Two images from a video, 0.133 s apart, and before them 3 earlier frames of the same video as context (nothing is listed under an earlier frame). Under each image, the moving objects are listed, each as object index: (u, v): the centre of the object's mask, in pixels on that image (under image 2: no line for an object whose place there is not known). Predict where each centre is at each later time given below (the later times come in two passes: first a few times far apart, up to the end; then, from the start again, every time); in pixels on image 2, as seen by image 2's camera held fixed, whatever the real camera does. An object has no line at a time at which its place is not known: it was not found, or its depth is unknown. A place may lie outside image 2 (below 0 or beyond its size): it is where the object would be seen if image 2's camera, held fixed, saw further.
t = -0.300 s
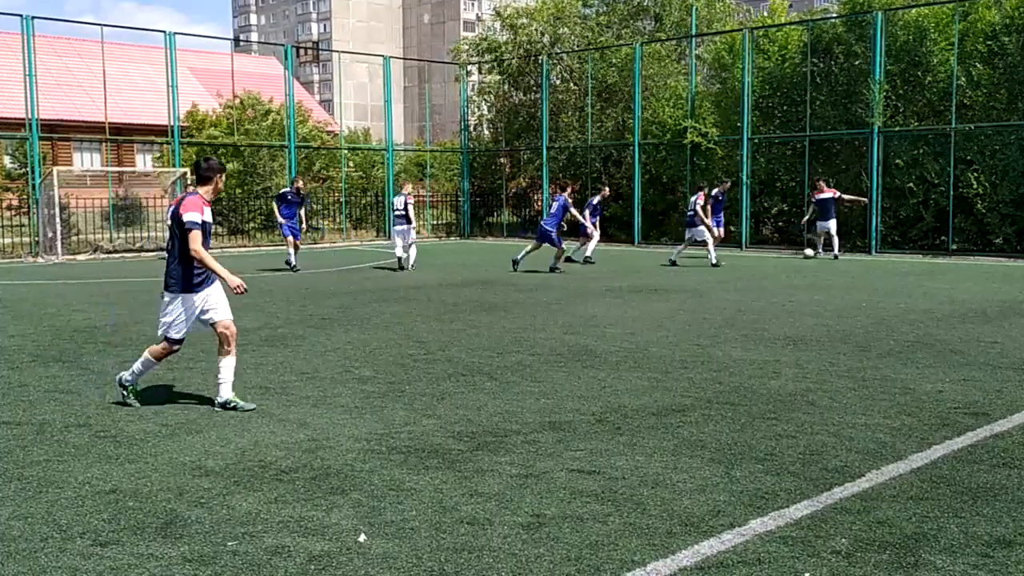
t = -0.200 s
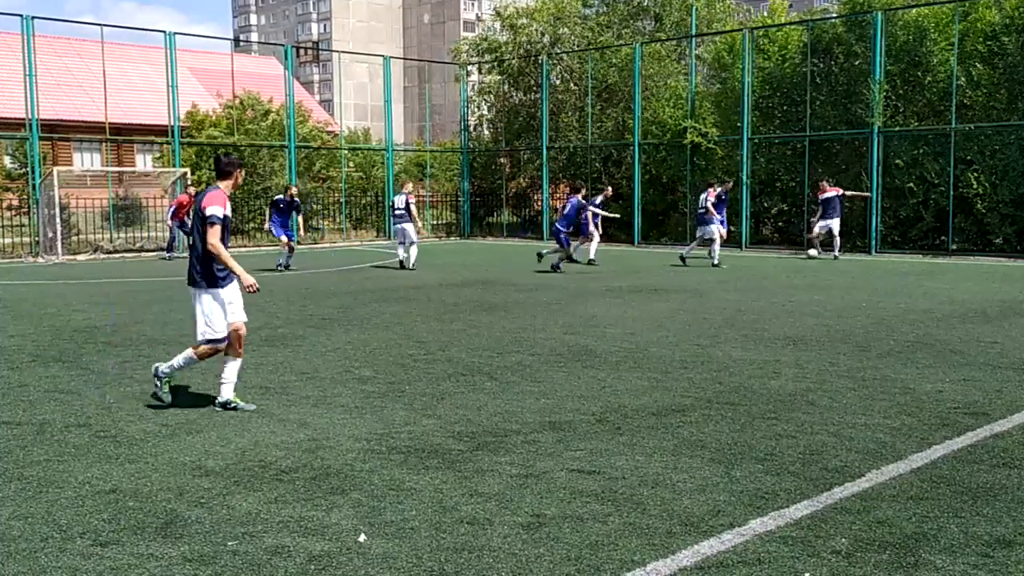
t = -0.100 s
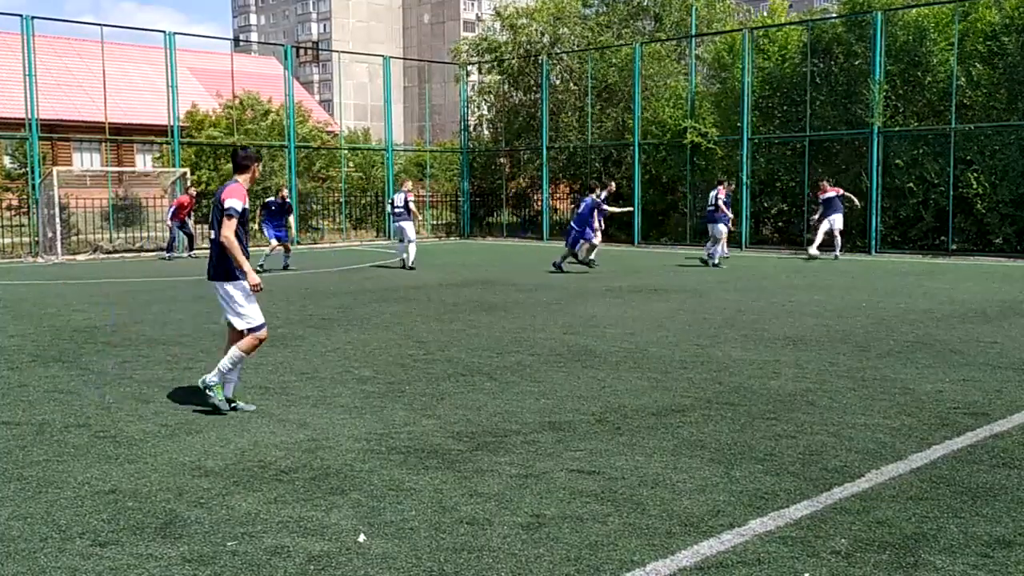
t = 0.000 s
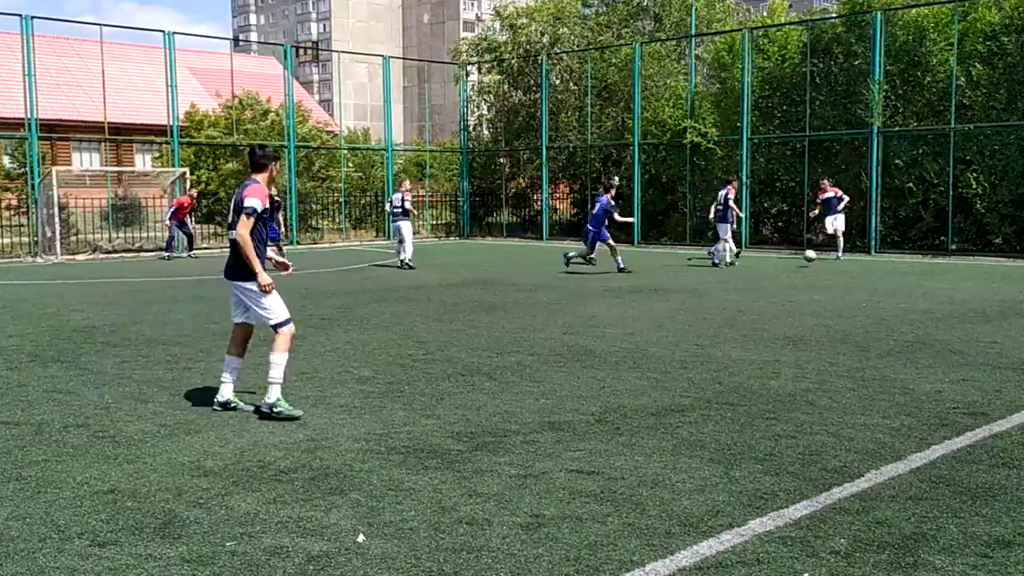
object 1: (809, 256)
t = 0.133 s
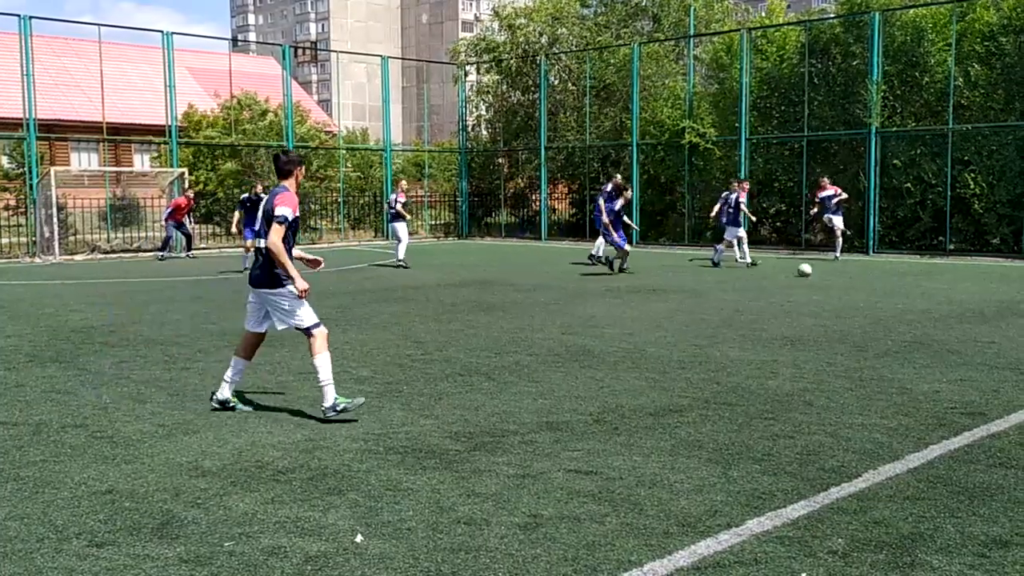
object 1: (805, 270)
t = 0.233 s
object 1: (804, 272)
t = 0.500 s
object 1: (808, 292)
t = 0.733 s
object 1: (822, 316)
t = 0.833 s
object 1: (830, 330)
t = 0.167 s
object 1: (804, 270)
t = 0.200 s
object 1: (804, 271)
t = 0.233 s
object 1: (804, 272)
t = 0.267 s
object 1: (804, 275)
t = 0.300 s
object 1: (804, 279)
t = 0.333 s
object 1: (804, 283)
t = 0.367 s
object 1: (805, 286)
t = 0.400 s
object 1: (806, 285)
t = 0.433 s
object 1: (807, 286)
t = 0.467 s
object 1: (807, 289)
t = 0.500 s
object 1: (808, 292)
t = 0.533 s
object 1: (810, 296)
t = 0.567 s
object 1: (811, 303)
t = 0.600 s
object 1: (813, 306)
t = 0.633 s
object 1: (815, 307)
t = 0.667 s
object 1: (817, 309)
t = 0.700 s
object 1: (819, 312)
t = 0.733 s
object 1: (822, 316)
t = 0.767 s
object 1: (824, 323)
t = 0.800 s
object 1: (827, 327)
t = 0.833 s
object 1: (830, 330)
